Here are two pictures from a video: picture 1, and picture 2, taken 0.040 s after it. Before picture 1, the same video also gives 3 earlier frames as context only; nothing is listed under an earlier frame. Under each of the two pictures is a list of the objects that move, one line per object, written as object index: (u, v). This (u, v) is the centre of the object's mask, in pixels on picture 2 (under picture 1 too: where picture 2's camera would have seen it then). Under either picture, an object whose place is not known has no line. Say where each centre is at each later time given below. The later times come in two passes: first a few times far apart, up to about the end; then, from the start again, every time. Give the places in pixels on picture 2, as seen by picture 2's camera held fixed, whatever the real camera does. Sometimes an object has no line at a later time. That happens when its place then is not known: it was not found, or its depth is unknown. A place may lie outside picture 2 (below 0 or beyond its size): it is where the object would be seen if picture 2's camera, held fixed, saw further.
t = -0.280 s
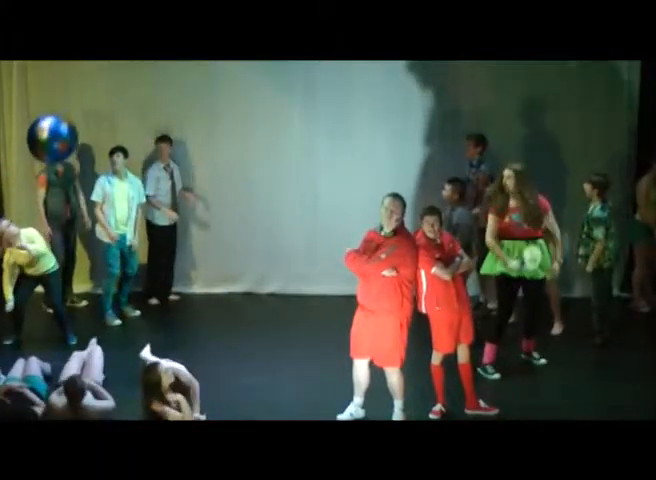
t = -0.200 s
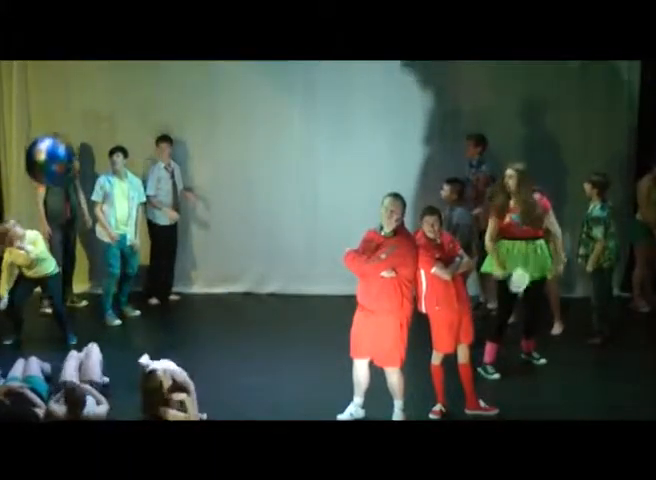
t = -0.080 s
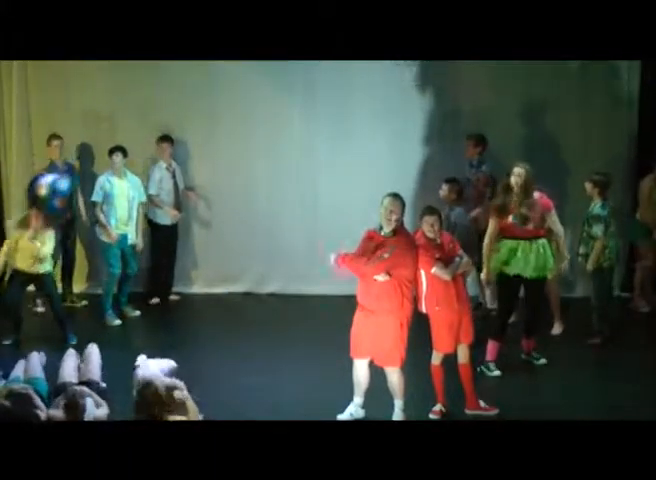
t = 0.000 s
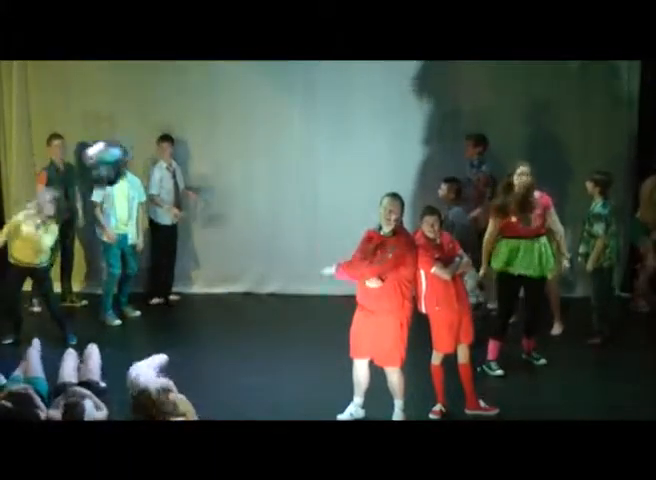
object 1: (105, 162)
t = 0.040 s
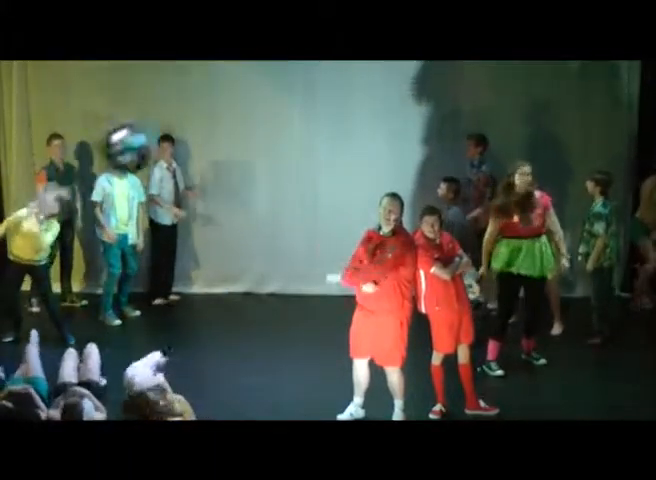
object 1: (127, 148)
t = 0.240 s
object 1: (249, 101)
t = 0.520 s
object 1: (406, 103)
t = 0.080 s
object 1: (150, 136)
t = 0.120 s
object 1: (176, 123)
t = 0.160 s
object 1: (201, 115)
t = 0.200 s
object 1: (225, 107)
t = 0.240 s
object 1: (249, 101)
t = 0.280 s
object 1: (273, 96)
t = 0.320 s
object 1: (296, 92)
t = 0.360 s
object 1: (319, 91)
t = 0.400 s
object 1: (342, 91)
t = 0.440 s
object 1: (364, 93)
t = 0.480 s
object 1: (386, 96)
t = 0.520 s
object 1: (406, 103)
